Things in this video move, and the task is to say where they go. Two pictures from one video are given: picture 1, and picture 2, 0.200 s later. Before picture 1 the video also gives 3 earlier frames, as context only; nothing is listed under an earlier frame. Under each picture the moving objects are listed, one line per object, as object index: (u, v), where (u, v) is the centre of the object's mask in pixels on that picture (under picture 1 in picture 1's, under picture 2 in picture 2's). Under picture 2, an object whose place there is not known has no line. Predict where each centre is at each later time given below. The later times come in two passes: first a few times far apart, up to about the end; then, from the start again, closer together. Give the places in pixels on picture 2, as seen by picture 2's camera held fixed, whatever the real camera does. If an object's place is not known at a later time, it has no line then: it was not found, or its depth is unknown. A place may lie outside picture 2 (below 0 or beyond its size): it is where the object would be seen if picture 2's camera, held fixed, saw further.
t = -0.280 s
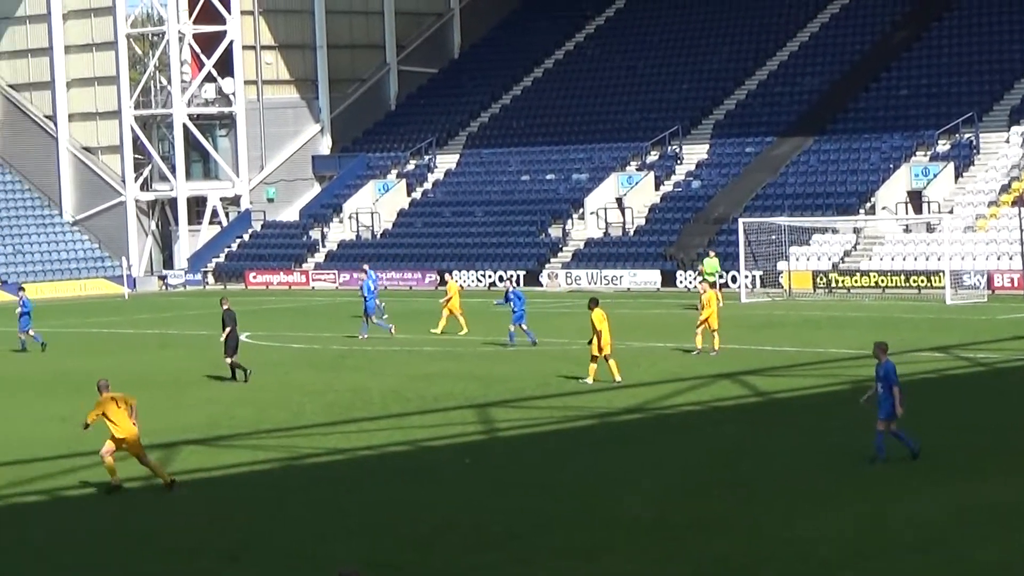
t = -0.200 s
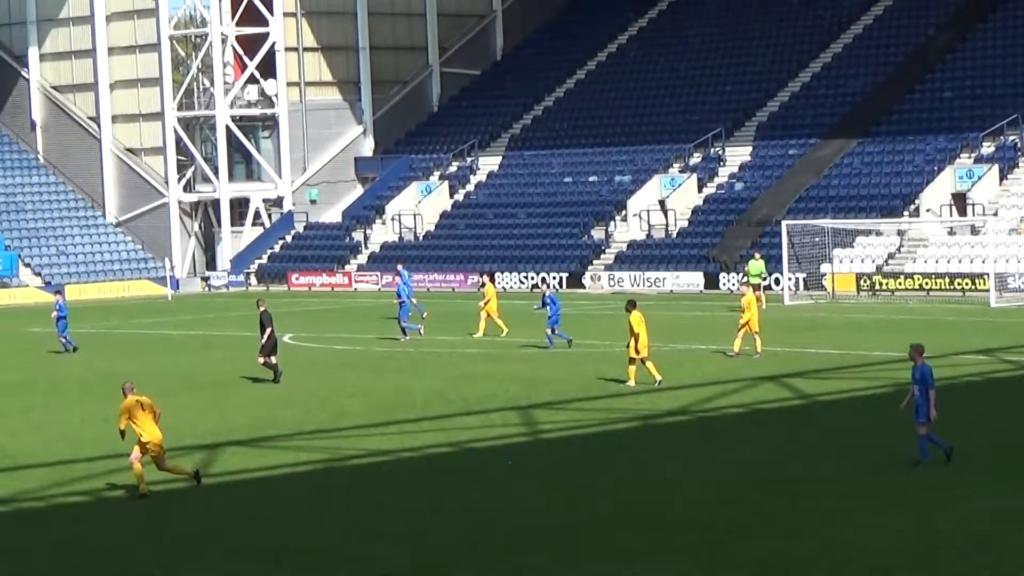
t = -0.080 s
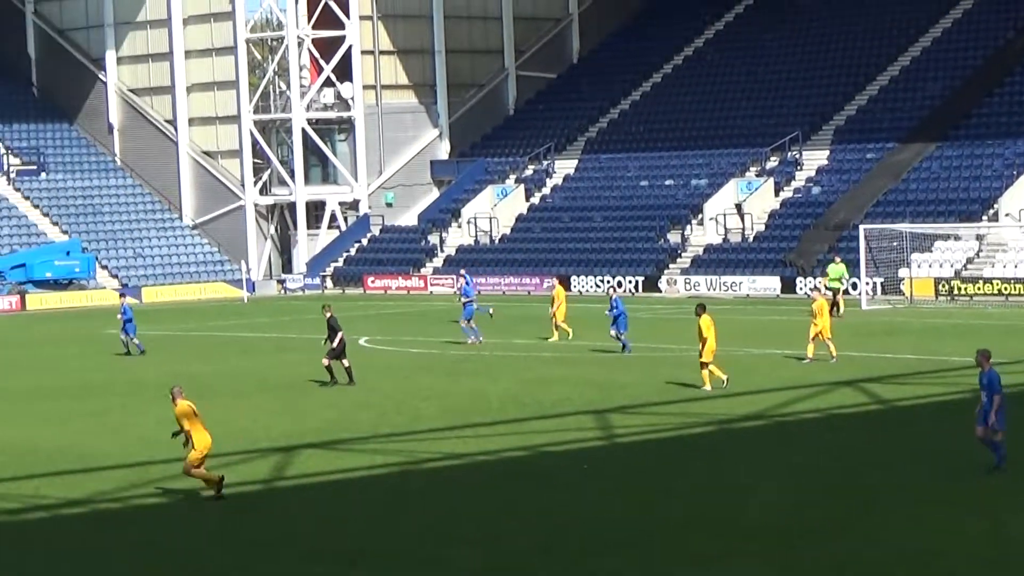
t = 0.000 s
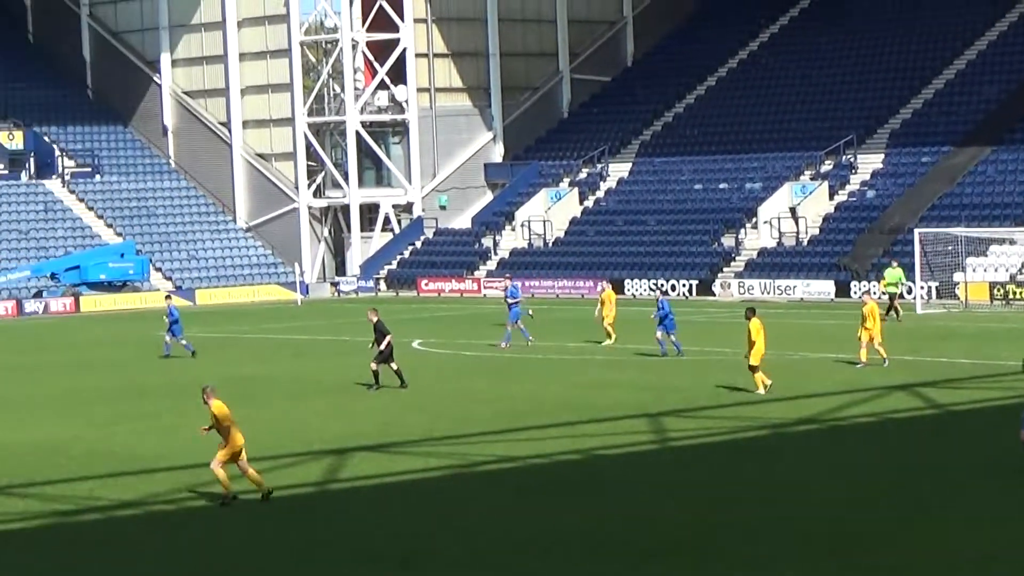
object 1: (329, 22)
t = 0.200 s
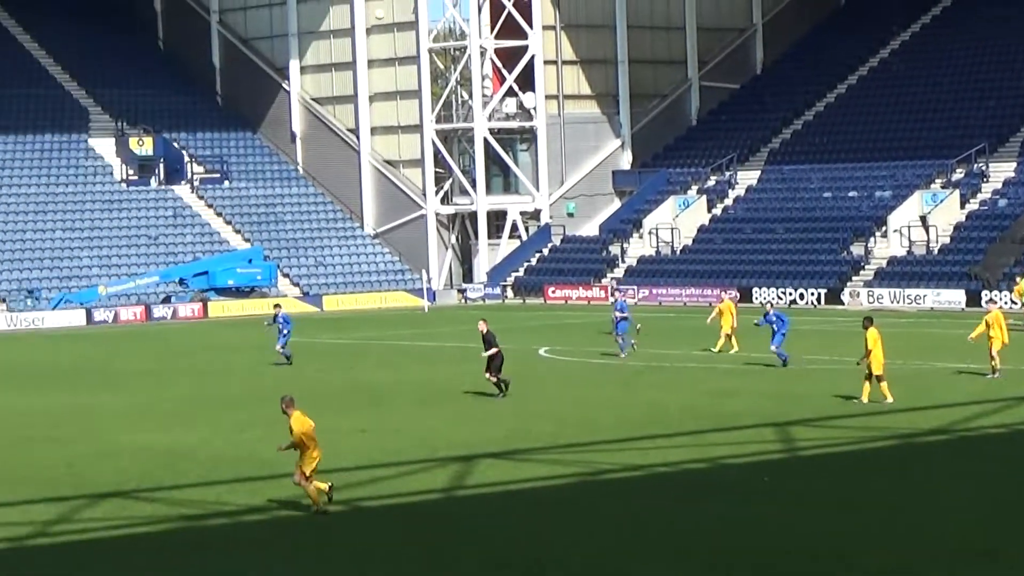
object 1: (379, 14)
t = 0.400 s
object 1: (300, 10)
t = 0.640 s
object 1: (204, 26)
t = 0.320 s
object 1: (331, 10)
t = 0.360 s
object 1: (316, 10)
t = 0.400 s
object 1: (300, 10)
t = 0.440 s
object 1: (284, 11)
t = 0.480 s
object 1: (268, 13)
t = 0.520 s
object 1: (252, 15)
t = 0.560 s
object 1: (236, 18)
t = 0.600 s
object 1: (220, 22)
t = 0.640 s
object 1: (204, 26)
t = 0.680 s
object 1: (188, 31)
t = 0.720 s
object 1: (171, 37)
